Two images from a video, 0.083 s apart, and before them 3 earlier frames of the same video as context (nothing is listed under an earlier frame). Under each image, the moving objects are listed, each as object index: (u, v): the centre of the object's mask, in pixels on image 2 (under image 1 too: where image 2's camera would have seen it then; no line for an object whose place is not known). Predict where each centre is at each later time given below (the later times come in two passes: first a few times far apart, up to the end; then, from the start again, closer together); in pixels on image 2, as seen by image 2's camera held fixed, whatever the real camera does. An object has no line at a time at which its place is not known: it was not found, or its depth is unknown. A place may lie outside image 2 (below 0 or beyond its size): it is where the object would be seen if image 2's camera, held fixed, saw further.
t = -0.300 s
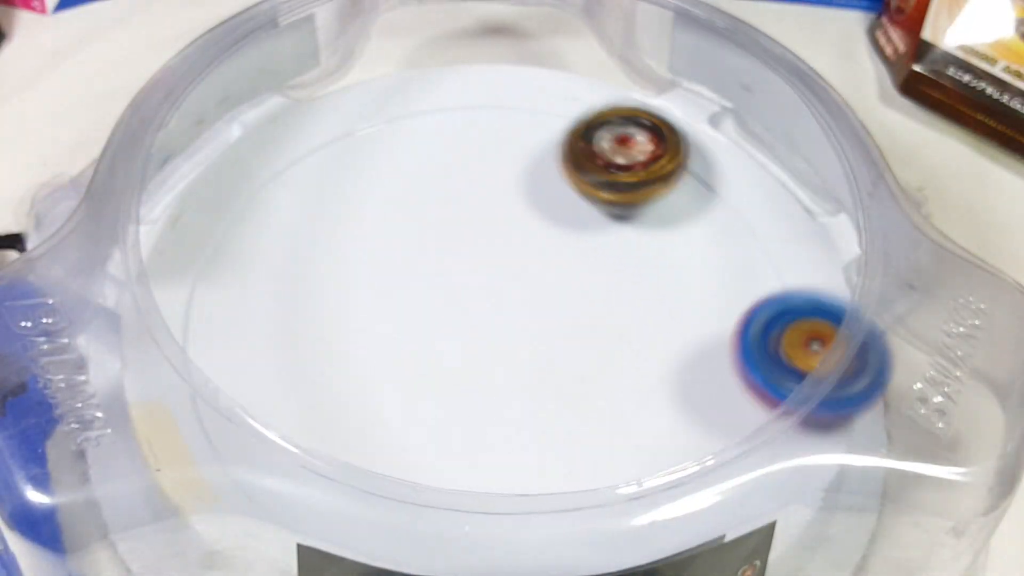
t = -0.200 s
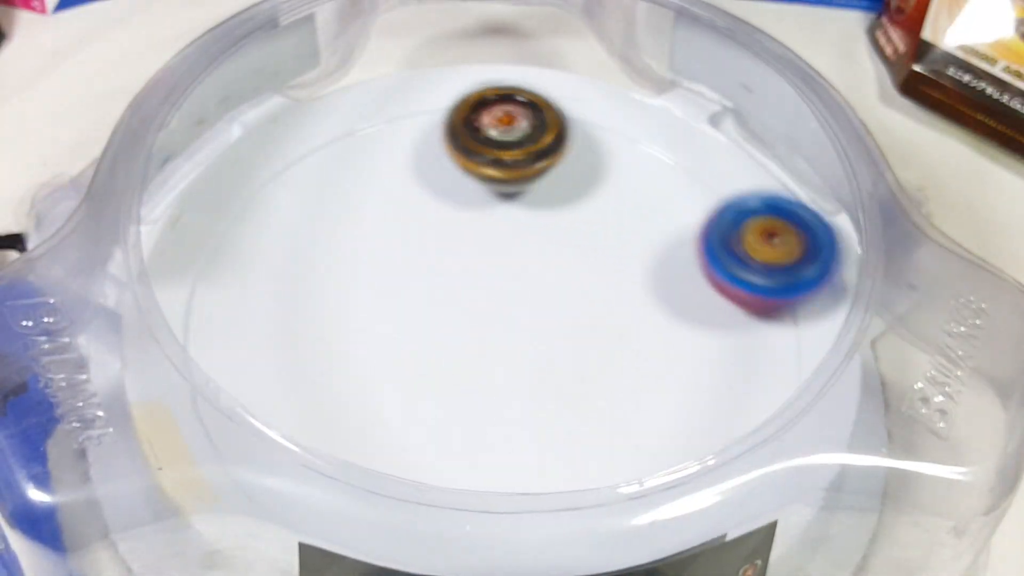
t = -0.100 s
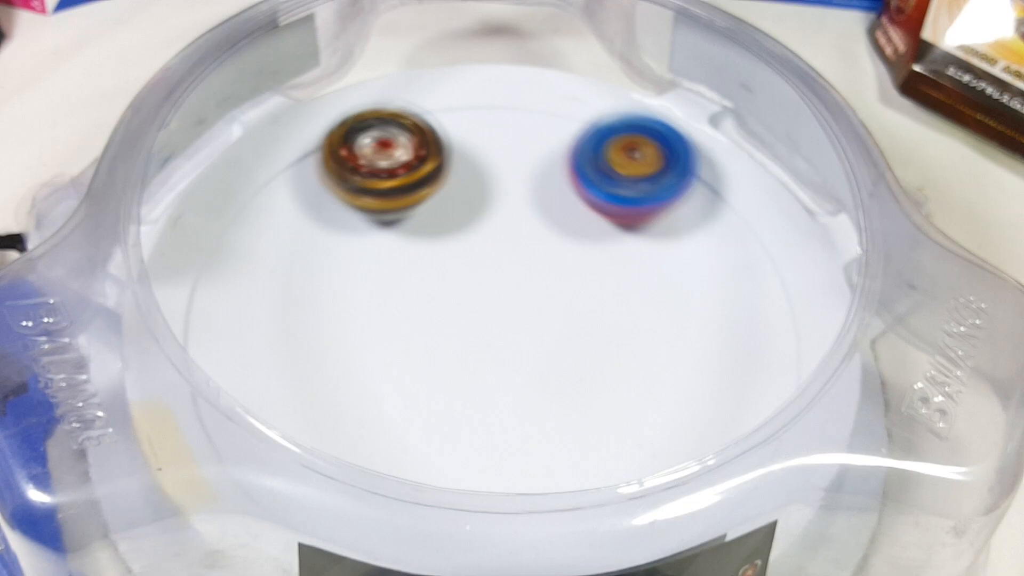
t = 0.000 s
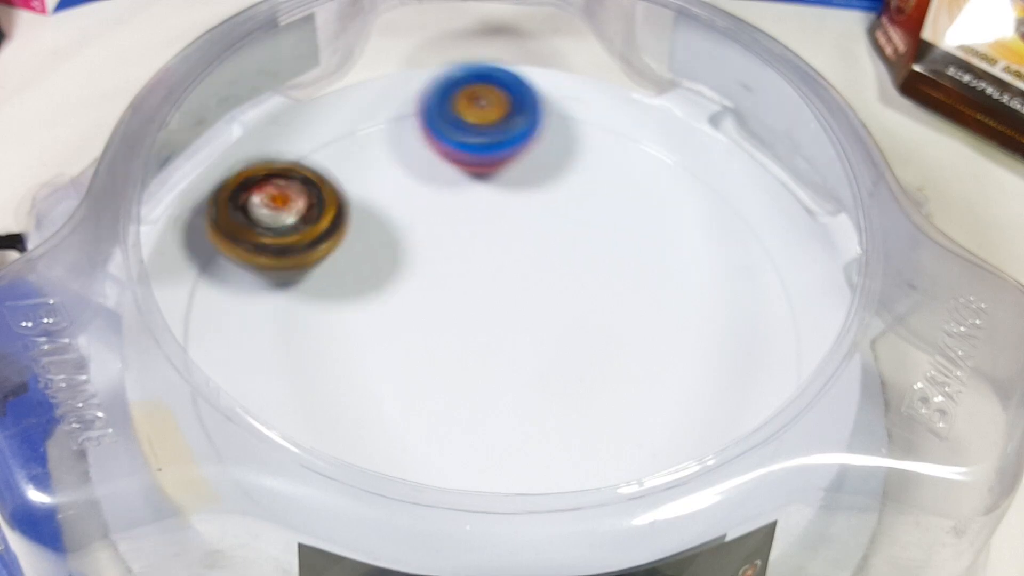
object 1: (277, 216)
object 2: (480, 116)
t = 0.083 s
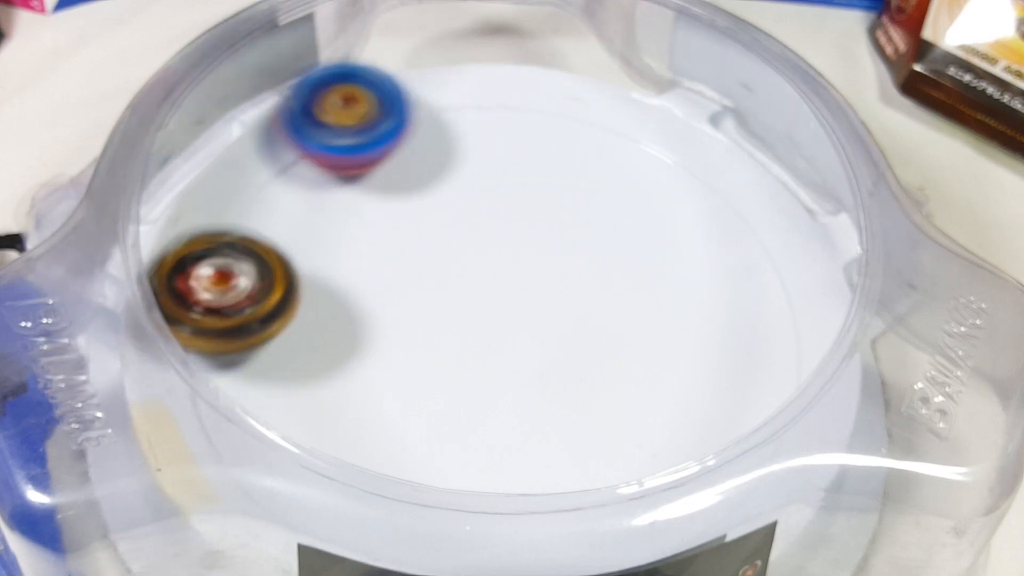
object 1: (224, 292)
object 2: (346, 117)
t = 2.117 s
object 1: (249, 320)
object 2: (384, 154)
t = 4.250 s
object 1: (263, 257)
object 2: (391, 128)
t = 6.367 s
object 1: (420, 270)
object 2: (614, 180)
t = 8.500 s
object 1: (411, 285)
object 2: (667, 360)
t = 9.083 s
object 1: (589, 323)
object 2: (408, 282)
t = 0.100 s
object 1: (225, 308)
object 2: (319, 123)
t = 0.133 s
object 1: (213, 350)
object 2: (276, 144)
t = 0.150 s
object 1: (216, 371)
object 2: (257, 163)
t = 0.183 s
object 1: (229, 407)
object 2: (229, 203)
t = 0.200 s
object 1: (242, 428)
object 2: (216, 228)
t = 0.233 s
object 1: (276, 456)
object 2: (209, 275)
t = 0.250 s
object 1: (299, 471)
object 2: (203, 301)
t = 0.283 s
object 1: (349, 493)
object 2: (206, 357)
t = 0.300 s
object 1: (374, 500)
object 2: (215, 388)
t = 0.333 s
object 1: (428, 512)
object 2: (248, 442)
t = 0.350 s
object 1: (453, 514)
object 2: (272, 461)
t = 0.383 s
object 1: (516, 514)
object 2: (340, 494)
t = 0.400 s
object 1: (554, 513)
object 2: (369, 503)
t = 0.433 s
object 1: (625, 499)
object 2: (426, 520)
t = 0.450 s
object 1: (657, 488)
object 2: (460, 525)
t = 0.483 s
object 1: (716, 459)
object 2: (526, 529)
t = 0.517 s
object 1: (758, 427)
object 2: (590, 523)
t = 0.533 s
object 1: (772, 409)
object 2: (617, 514)
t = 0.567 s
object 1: (792, 368)
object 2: (657, 448)
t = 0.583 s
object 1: (779, 340)
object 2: (678, 435)
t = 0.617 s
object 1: (788, 306)
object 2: (721, 402)
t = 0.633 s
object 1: (790, 286)
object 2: (735, 386)
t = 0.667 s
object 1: (784, 243)
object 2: (752, 354)
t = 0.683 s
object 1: (774, 223)
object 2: (759, 337)
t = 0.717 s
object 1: (745, 184)
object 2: (757, 301)
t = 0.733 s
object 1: (725, 162)
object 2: (751, 289)
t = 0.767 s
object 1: (672, 127)
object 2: (732, 262)
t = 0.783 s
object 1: (643, 112)
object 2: (720, 249)
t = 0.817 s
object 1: (583, 92)
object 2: (692, 223)
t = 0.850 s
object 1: (516, 87)
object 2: (656, 200)
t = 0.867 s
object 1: (488, 85)
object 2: (637, 189)
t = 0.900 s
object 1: (426, 87)
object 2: (594, 170)
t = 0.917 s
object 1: (395, 91)
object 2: (572, 163)
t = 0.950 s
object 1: (337, 115)
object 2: (523, 152)
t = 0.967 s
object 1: (312, 134)
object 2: (499, 149)
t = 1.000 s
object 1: (266, 175)
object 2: (449, 146)
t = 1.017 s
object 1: (247, 196)
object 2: (424, 147)
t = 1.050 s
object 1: (214, 240)
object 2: (374, 153)
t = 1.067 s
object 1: (209, 263)
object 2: (349, 157)
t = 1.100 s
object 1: (200, 310)
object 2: (301, 172)
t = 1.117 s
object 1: (199, 339)
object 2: (282, 183)
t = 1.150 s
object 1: (220, 392)
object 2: (243, 206)
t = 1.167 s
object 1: (237, 418)
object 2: (225, 220)
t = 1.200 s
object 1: (286, 457)
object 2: (205, 251)
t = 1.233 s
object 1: (345, 489)
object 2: (210, 291)
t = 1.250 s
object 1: (375, 501)
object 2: (216, 308)
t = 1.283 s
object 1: (440, 520)
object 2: (216, 364)
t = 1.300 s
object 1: (474, 524)
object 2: (226, 388)
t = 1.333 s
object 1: (537, 527)
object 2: (255, 437)
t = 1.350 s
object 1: (566, 526)
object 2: (276, 455)
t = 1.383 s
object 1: (622, 510)
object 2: (332, 488)
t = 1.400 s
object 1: (649, 497)
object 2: (362, 501)
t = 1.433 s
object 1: (690, 468)
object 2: (428, 521)
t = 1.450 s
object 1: (690, 424)
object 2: (461, 524)
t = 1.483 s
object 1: (719, 399)
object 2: (533, 527)
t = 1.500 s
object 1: (731, 382)
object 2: (567, 525)
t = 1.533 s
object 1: (750, 355)
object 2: (629, 512)
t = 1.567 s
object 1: (764, 319)
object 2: (664, 448)
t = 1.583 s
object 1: (764, 300)
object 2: (685, 436)
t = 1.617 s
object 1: (762, 263)
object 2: (738, 409)
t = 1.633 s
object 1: (758, 245)
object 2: (754, 395)
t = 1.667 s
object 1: (742, 211)
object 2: (764, 348)
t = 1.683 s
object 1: (734, 196)
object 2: (771, 329)
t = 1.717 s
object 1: (708, 167)
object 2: (774, 285)
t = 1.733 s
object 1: (693, 154)
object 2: (768, 262)
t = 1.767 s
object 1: (660, 134)
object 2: (749, 220)
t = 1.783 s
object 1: (642, 126)
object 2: (737, 201)
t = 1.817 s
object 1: (585, 97)
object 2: (726, 181)
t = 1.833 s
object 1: (558, 85)
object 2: (718, 171)
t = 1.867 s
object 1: (499, 69)
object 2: (694, 155)
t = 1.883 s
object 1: (470, 67)
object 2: (680, 148)
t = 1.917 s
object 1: (413, 73)
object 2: (646, 139)
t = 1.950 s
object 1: (359, 84)
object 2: (606, 131)
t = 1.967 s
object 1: (339, 107)
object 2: (585, 129)
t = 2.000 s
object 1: (308, 153)
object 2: (540, 127)
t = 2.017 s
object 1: (293, 177)
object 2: (518, 128)
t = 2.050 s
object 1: (271, 225)
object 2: (473, 132)
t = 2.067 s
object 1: (262, 248)
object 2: (450, 135)
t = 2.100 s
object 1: (249, 294)
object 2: (406, 146)
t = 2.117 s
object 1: (249, 320)
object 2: (384, 154)
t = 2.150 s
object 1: (252, 365)
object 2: (342, 174)
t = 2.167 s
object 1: (257, 391)
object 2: (321, 186)
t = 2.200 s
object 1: (279, 437)
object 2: (286, 213)
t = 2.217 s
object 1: (291, 453)
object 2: (271, 228)
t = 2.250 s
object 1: (332, 484)
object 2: (248, 263)
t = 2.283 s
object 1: (379, 509)
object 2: (235, 301)
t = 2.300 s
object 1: (402, 514)
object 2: (237, 318)
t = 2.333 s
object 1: (455, 523)
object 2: (236, 362)
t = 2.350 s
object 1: (481, 524)
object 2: (241, 386)
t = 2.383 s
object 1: (528, 521)
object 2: (260, 428)
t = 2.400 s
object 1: (552, 518)
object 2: (275, 447)
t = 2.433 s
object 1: (592, 505)
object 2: (318, 479)
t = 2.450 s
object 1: (613, 500)
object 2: (344, 493)
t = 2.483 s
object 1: (635, 446)
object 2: (402, 516)
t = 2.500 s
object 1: (650, 439)
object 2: (432, 523)
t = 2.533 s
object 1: (676, 418)
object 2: (496, 528)
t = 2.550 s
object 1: (685, 410)
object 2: (529, 528)
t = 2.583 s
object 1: (702, 387)
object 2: (591, 524)
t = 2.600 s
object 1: (707, 374)
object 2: (621, 513)
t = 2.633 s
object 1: (711, 343)
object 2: (656, 448)
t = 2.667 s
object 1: (706, 312)
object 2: (710, 436)
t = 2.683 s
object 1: (701, 298)
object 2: (715, 406)
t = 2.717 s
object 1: (684, 270)
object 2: (743, 374)
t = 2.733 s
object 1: (672, 258)
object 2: (754, 356)
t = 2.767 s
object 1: (646, 235)
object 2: (768, 319)
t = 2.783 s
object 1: (630, 226)
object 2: (769, 298)
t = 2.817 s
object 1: (598, 210)
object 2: (758, 256)
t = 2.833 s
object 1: (579, 203)
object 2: (749, 236)
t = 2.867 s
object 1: (543, 196)
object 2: (726, 201)
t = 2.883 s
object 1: (524, 193)
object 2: (711, 185)
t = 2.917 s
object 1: (485, 193)
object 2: (678, 155)
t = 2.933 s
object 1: (466, 193)
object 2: (660, 143)
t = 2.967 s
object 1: (426, 200)
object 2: (620, 123)
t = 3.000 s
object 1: (389, 208)
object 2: (576, 108)
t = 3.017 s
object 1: (370, 215)
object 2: (554, 102)
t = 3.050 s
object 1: (337, 232)
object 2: (509, 96)
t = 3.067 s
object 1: (321, 240)
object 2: (485, 95)
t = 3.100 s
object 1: (294, 264)
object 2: (438, 98)
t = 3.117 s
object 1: (282, 275)
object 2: (415, 102)
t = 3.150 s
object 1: (265, 303)
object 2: (368, 111)
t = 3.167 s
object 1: (259, 317)
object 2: (344, 118)
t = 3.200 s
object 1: (259, 344)
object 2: (301, 135)
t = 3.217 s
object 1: (264, 356)
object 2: (281, 146)
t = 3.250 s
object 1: (261, 394)
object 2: (248, 176)
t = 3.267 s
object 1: (269, 409)
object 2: (235, 195)
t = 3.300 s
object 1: (290, 440)
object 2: (215, 234)
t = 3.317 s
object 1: (306, 453)
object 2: (212, 253)
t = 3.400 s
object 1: (411, 498)
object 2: (221, 361)
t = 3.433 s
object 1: (462, 506)
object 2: (242, 408)
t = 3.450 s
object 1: (487, 504)
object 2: (260, 430)
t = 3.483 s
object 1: (536, 498)
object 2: (303, 463)
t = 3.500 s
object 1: (559, 490)
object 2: (329, 477)
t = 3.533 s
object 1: (595, 449)
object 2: (387, 501)
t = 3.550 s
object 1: (613, 441)
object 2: (417, 511)
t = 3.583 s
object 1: (646, 422)
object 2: (478, 521)
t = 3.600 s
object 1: (660, 409)
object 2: (510, 521)
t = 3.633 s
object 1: (679, 381)
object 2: (568, 518)
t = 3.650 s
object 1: (683, 363)
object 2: (596, 513)
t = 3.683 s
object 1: (687, 329)
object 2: (652, 495)
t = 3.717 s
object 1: (682, 296)
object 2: (679, 436)
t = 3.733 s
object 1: (678, 279)
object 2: (714, 441)
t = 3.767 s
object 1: (663, 248)
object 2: (730, 396)
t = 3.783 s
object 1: (655, 235)
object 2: (743, 380)
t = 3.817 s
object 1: (633, 208)
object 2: (764, 347)
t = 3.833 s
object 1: (622, 197)
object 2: (770, 330)
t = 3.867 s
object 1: (593, 177)
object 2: (774, 293)
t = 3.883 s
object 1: (580, 169)
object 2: (770, 273)
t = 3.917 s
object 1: (548, 154)
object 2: (757, 237)
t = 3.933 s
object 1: (532, 149)
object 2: (747, 220)
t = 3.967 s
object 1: (497, 141)
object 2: (723, 189)
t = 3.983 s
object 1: (480, 139)
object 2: (708, 175)
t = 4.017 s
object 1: (443, 137)
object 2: (676, 150)
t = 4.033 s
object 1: (426, 138)
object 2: (657, 141)
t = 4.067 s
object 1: (389, 143)
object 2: (619, 125)
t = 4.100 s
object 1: (356, 152)
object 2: (579, 114)
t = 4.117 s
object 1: (339, 160)
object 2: (558, 111)
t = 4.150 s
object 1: (310, 177)
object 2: (517, 107)
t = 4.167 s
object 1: (298, 189)
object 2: (496, 108)
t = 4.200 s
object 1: (278, 213)
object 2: (454, 112)
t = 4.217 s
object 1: (271, 227)
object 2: (433, 116)
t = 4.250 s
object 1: (263, 257)
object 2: (391, 128)
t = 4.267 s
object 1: (263, 274)
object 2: (371, 136)
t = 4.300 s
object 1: (269, 306)
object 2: (331, 154)
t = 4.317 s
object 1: (276, 323)
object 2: (313, 164)
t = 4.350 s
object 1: (296, 356)
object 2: (283, 189)
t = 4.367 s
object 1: (310, 370)
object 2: (271, 202)
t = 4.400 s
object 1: (344, 395)
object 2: (250, 232)
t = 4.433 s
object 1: (384, 416)
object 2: (233, 264)
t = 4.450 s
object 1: (404, 424)
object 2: (231, 283)
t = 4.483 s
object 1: (449, 437)
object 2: (236, 318)
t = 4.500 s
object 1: (471, 440)
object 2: (243, 334)
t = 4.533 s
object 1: (515, 443)
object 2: (247, 379)
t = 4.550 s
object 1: (535, 443)
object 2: (258, 396)
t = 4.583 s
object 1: (577, 438)
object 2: (286, 435)
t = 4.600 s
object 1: (596, 435)
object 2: (304, 451)
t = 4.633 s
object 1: (631, 422)
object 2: (349, 478)
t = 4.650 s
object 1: (648, 414)
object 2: (372, 490)
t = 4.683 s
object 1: (678, 396)
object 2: (423, 508)
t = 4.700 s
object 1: (691, 384)
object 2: (450, 515)
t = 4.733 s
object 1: (709, 357)
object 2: (508, 519)
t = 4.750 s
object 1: (716, 343)
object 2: (537, 519)
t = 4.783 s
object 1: (723, 315)
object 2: (591, 513)
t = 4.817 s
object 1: (723, 285)
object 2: (641, 498)
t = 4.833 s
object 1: (722, 271)
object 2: (666, 487)
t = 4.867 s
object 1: (709, 244)
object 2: (711, 458)
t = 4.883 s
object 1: (702, 234)
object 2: (724, 441)
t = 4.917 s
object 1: (680, 213)
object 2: (729, 393)
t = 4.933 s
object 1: (668, 204)
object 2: (739, 379)
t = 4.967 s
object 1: (640, 189)
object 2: (755, 351)
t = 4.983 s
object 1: (625, 183)
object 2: (762, 335)
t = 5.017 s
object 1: (594, 177)
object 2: (761, 299)
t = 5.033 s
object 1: (576, 174)
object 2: (755, 280)
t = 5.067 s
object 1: (545, 175)
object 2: (740, 248)
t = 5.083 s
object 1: (527, 177)
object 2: (729, 234)
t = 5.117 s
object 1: (495, 184)
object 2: (707, 207)
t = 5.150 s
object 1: (464, 194)
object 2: (677, 183)
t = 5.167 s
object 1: (447, 200)
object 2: (660, 174)
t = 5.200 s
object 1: (419, 216)
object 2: (625, 157)
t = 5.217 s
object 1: (405, 225)
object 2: (608, 152)
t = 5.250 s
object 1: (383, 246)
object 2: (570, 143)
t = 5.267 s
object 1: (374, 257)
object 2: (550, 140)
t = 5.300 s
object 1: (360, 279)
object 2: (511, 138)
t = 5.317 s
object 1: (356, 292)
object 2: (491, 138)
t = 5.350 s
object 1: (351, 316)
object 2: (453, 143)
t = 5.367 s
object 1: (352, 328)
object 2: (434, 147)
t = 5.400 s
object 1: (356, 351)
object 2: (397, 157)
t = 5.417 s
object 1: (363, 363)
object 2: (379, 164)
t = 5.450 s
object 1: (376, 383)
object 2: (345, 180)
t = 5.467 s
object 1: (385, 392)
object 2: (329, 190)
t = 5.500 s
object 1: (406, 407)
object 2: (303, 211)
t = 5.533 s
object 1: (430, 420)
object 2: (279, 237)
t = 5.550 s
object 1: (445, 424)
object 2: (271, 250)
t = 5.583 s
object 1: (470, 430)
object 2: (260, 280)
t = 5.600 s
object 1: (481, 431)
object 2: (257, 295)
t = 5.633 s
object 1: (507, 433)
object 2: (257, 327)
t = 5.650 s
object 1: (517, 432)
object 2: (261, 342)
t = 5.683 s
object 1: (539, 427)
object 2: (279, 368)
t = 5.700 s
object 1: (549, 425)
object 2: (290, 380)
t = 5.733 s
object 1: (568, 416)
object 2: (316, 403)
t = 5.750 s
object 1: (577, 411)
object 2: (316, 438)
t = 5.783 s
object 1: (590, 397)
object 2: (349, 463)
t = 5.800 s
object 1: (596, 390)
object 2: (370, 474)
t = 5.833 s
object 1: (603, 373)
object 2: (412, 490)
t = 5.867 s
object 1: (606, 355)
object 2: (456, 500)
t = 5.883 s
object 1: (608, 347)
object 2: (478, 504)
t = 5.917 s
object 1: (606, 330)
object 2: (527, 503)
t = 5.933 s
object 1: (602, 320)
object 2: (549, 500)
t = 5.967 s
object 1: (595, 304)
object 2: (591, 489)
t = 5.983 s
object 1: (590, 296)
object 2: (612, 482)
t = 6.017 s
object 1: (578, 282)
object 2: (651, 460)
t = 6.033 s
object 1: (572, 277)
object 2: (655, 429)
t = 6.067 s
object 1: (557, 266)
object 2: (682, 410)
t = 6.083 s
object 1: (550, 262)
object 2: (694, 400)
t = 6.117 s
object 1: (534, 255)
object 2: (712, 374)
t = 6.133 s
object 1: (525, 251)
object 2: (715, 359)
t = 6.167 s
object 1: (509, 248)
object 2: (719, 329)
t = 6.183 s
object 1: (499, 247)
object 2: (717, 313)
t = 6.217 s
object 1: (483, 246)
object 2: (709, 282)
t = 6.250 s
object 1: (467, 249)
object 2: (696, 254)
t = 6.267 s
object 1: (459, 250)
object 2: (688, 241)
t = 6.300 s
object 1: (444, 255)
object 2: (666, 217)
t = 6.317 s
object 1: (438, 259)
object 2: (654, 206)
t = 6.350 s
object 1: (424, 265)
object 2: (628, 188)
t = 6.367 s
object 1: (420, 270)
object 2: (614, 180)
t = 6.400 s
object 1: (409, 280)
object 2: (581, 167)
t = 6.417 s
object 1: (404, 285)
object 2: (565, 162)
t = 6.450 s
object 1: (400, 297)
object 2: (532, 156)
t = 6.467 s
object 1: (397, 304)
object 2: (515, 153)
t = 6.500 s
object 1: (398, 317)
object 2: (481, 153)
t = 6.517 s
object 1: (401, 325)
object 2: (465, 154)
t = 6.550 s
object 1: (408, 338)
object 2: (432, 157)
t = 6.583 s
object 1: (420, 350)
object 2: (399, 165)
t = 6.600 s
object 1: (428, 356)
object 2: (385, 171)
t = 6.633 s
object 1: (445, 366)
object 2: (356, 184)
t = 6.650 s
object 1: (454, 368)
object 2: (342, 192)
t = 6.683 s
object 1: (476, 375)
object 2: (320, 210)
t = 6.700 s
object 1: (485, 377)
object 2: (311, 220)
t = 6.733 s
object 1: (507, 377)
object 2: (292, 244)
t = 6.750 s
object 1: (519, 378)
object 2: (287, 256)
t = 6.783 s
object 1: (538, 374)
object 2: (281, 283)
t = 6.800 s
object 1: (548, 370)
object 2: (279, 297)
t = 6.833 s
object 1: (563, 362)
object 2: (281, 328)
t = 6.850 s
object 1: (568, 358)
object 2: (287, 342)
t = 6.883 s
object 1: (580, 347)
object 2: (303, 369)
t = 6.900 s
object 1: (587, 344)
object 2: (314, 381)
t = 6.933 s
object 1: (594, 332)
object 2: (343, 404)
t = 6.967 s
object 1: (598, 319)
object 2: (376, 422)
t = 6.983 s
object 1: (601, 314)
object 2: (392, 430)
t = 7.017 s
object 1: (600, 301)
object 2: (432, 443)
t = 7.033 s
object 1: (599, 294)
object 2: (448, 468)
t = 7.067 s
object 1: (596, 282)
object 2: (488, 475)
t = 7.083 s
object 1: (593, 277)
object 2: (511, 477)
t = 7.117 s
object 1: (585, 266)
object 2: (552, 466)
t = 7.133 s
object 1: (582, 261)
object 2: (569, 467)
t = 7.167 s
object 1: (571, 251)
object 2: (603, 441)
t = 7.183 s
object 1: (564, 247)
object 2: (619, 434)
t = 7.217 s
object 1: (549, 240)
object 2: (648, 421)
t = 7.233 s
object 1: (541, 239)
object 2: (663, 411)
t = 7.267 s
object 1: (524, 237)
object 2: (685, 391)
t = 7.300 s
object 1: (507, 239)
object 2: (699, 366)
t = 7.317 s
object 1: (499, 243)
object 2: (704, 351)
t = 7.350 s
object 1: (483, 249)
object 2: (707, 323)
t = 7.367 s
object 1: (474, 254)
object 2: (708, 310)
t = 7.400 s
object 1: (460, 264)
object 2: (703, 283)
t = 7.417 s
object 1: (453, 271)
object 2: (698, 269)
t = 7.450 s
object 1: (442, 284)
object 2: (686, 245)
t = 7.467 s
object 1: (439, 292)
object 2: (676, 234)
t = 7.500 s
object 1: (433, 308)
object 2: (656, 214)
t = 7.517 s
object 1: (431, 315)
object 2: (645, 205)
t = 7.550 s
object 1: (431, 329)
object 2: (619, 191)
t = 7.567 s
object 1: (433, 338)
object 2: (605, 185)
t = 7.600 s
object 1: (438, 352)
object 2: (575, 176)
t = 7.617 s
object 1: (443, 357)
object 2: (560, 173)
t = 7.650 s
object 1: (453, 371)
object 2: (530, 169)
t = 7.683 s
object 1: (465, 381)
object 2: (498, 170)
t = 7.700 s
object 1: (471, 385)
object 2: (483, 171)
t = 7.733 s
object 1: (485, 391)
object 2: (453, 176)
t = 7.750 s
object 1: (495, 395)
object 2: (438, 180)
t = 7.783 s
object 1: (511, 399)
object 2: (411, 191)
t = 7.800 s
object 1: (519, 397)
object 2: (397, 197)
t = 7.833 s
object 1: (536, 398)
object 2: (372, 212)
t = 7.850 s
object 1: (544, 397)
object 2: (362, 221)
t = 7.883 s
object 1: (560, 393)
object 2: (342, 241)
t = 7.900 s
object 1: (568, 390)
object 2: (335, 252)
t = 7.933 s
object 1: (581, 382)
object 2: (324, 275)
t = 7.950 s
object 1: (586, 377)
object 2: (320, 288)
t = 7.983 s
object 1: (595, 366)
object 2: (319, 315)
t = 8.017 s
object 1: (600, 352)
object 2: (322, 341)
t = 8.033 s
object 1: (602, 345)
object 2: (326, 355)
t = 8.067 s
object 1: (601, 330)
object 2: (342, 378)
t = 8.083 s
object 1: (598, 322)
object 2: (350, 391)
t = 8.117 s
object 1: (591, 308)
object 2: (377, 409)
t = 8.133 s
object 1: (586, 302)
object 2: (390, 417)
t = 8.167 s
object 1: (574, 289)
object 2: (420, 432)
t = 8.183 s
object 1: (567, 283)
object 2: (436, 436)
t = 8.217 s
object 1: (551, 274)
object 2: (468, 445)
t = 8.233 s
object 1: (542, 270)
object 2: (487, 447)
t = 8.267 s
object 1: (523, 264)
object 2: (519, 448)
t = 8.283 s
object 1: (515, 262)
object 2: (534, 448)
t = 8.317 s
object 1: (496, 259)
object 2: (566, 444)
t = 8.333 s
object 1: (485, 259)
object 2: (579, 441)
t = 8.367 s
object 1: (467, 259)
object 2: (607, 431)
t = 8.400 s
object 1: (450, 263)
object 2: (629, 419)
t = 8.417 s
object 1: (443, 267)
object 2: (641, 412)
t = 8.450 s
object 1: (429, 273)
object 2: (655, 394)
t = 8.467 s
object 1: (422, 276)
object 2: (661, 384)
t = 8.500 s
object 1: (411, 285)
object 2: (667, 360)
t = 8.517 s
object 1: (408, 291)
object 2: (668, 350)
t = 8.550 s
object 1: (402, 302)
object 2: (667, 328)
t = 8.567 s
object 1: (399, 307)
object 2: (664, 318)
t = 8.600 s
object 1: (398, 319)
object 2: (657, 300)
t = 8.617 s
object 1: (399, 325)
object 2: (650, 291)
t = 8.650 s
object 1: (402, 339)
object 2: (638, 275)
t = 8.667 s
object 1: (405, 343)
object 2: (630, 267)
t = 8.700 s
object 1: (413, 355)
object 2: (613, 255)
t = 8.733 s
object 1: (425, 366)
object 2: (594, 244)
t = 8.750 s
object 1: (433, 372)
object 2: (584, 240)
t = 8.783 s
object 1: (449, 380)
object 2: (564, 232)
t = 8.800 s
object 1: (458, 382)
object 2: (553, 231)
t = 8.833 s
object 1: (478, 385)
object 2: (533, 228)
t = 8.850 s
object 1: (488, 387)
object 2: (521, 227)
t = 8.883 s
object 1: (508, 385)
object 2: (501, 228)
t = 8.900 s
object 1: (518, 381)
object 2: (490, 229)
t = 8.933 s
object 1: (536, 374)
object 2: (469, 235)
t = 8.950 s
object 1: (544, 371)
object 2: (461, 238)
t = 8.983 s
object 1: (559, 361)
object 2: (443, 246)
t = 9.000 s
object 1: (565, 354)
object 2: (437, 251)
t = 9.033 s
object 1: (577, 342)
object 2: (422, 262)
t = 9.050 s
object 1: (583, 337)
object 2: (418, 268)
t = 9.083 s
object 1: (589, 323)
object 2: (408, 282)
